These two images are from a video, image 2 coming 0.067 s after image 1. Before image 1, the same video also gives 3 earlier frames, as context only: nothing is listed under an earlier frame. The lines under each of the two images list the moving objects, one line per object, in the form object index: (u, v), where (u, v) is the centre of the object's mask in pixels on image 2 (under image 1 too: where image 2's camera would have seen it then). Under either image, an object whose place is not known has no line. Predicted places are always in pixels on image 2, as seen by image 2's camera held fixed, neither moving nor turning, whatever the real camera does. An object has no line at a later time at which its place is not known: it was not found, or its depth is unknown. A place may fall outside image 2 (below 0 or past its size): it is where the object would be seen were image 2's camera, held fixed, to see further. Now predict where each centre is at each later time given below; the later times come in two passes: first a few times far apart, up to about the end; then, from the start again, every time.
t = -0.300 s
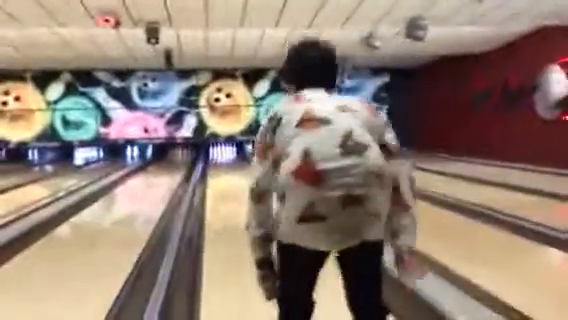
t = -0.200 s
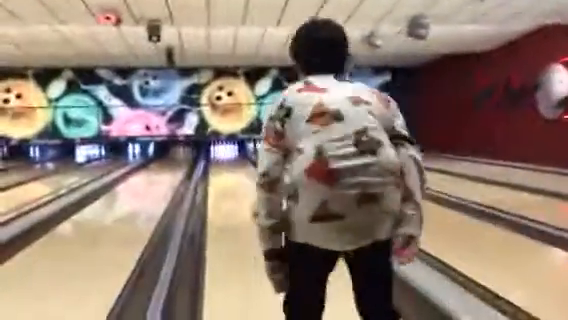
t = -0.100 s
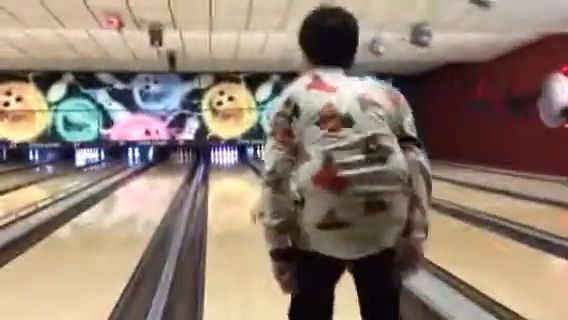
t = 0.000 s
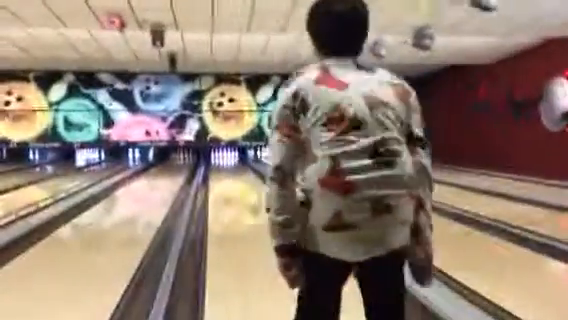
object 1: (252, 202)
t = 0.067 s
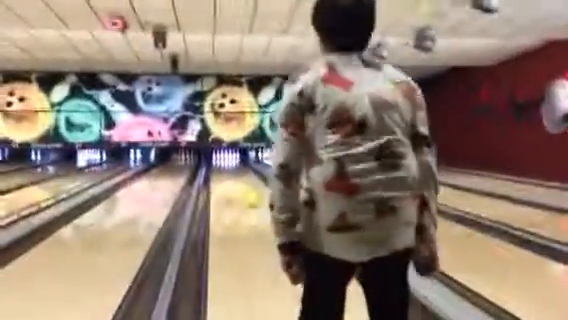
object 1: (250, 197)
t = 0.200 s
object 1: (247, 195)
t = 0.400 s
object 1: (244, 188)
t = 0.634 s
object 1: (241, 182)
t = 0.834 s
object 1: (234, 176)
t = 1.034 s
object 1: (233, 173)
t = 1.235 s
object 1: (232, 171)
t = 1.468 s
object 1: (228, 172)
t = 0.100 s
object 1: (251, 196)
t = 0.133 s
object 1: (250, 197)
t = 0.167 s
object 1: (248, 196)
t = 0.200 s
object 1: (247, 195)
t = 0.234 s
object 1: (248, 193)
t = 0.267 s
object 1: (248, 194)
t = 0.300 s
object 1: (246, 191)
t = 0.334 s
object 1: (245, 190)
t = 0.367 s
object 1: (244, 189)
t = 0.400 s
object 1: (244, 188)
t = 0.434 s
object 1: (244, 188)
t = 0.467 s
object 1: (244, 188)
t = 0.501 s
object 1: (243, 186)
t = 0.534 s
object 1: (242, 186)
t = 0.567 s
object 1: (242, 184)
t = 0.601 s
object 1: (241, 182)
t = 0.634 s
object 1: (241, 182)
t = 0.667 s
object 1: (239, 179)
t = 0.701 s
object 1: (238, 178)
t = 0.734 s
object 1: (237, 177)
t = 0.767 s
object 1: (236, 176)
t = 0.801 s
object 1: (236, 176)
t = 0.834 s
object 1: (234, 176)
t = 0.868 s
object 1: (234, 175)
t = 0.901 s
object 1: (234, 174)
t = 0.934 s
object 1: (233, 174)
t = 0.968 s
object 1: (234, 174)
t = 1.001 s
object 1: (233, 173)
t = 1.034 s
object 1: (233, 173)
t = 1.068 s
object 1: (233, 173)
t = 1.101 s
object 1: (232, 173)
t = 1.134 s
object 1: (232, 172)
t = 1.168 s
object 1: (232, 172)
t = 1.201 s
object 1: (231, 172)
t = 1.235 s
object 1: (232, 171)
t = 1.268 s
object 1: (232, 171)
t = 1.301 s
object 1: (232, 171)
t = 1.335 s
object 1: (231, 172)
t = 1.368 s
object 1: (230, 172)
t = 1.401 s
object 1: (229, 172)
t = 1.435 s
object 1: (229, 172)
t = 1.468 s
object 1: (228, 172)
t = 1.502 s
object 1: (228, 171)
